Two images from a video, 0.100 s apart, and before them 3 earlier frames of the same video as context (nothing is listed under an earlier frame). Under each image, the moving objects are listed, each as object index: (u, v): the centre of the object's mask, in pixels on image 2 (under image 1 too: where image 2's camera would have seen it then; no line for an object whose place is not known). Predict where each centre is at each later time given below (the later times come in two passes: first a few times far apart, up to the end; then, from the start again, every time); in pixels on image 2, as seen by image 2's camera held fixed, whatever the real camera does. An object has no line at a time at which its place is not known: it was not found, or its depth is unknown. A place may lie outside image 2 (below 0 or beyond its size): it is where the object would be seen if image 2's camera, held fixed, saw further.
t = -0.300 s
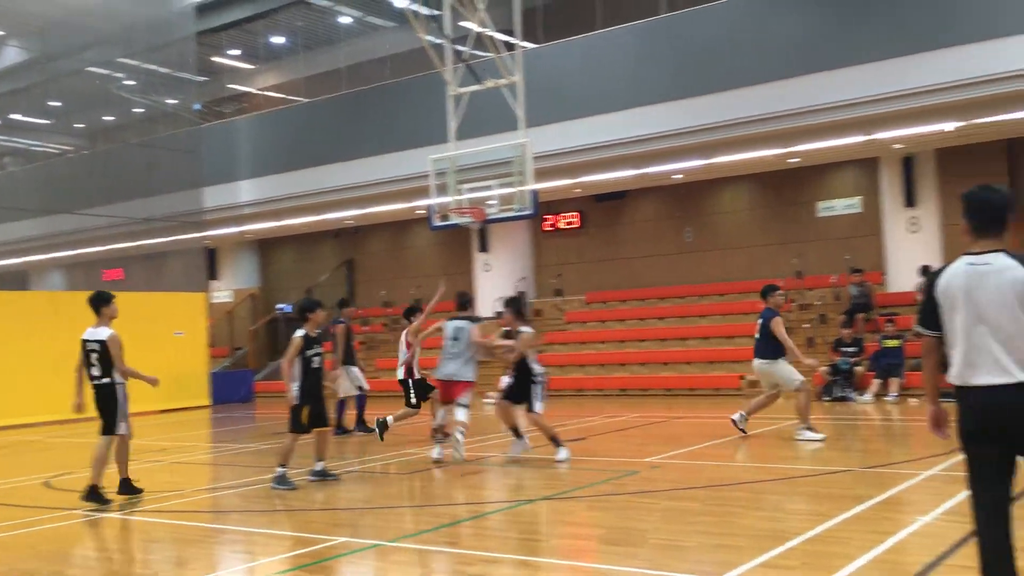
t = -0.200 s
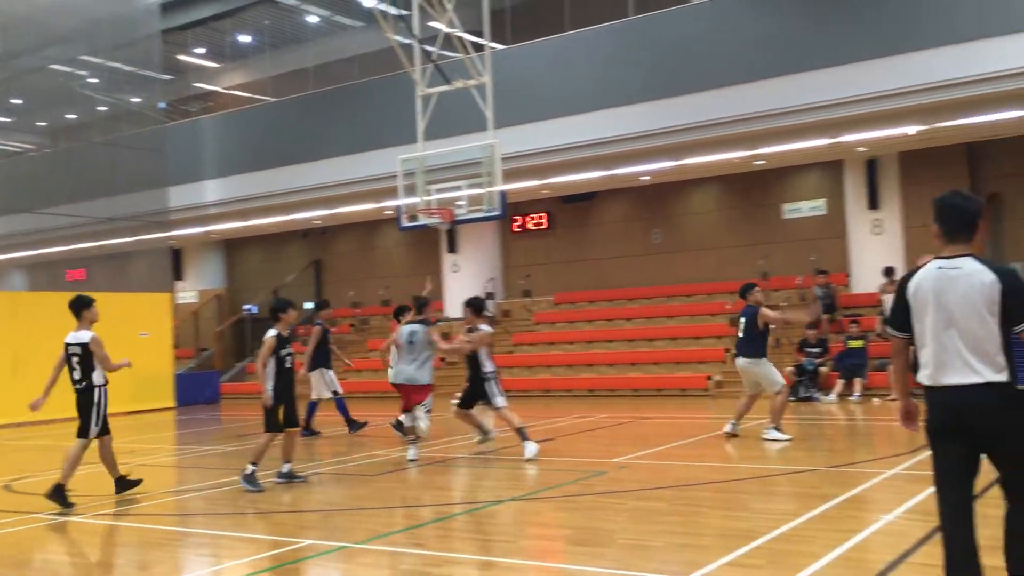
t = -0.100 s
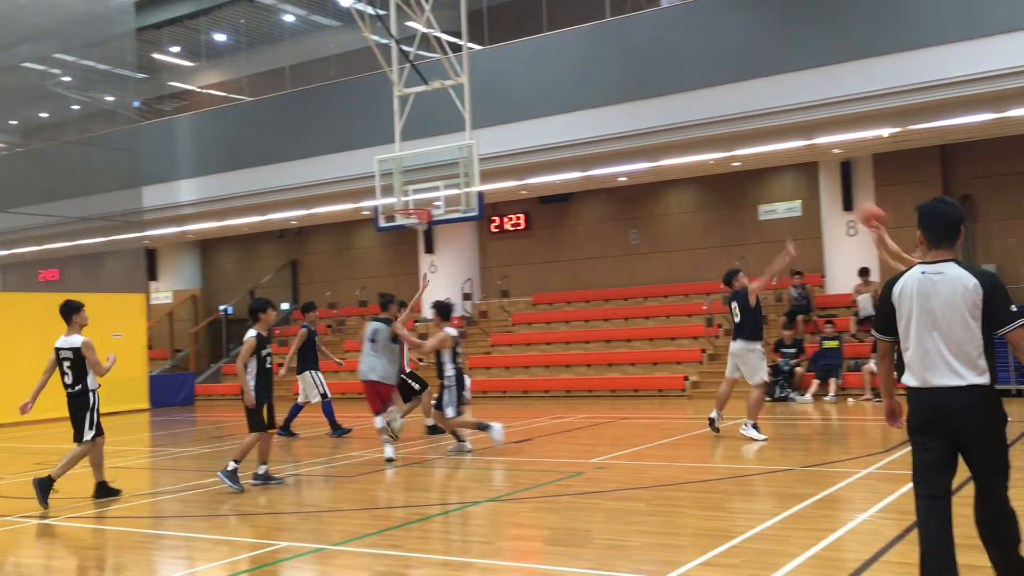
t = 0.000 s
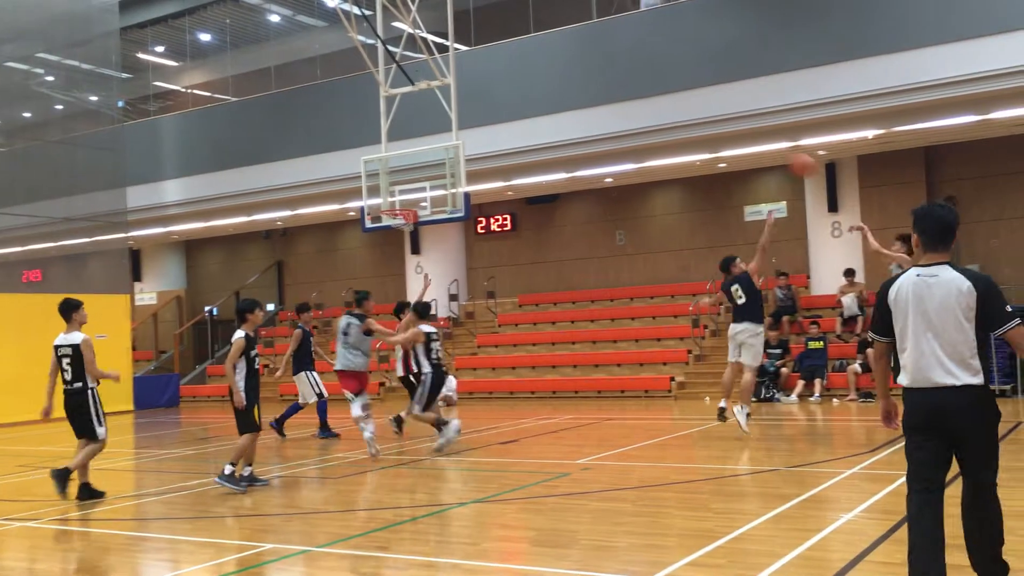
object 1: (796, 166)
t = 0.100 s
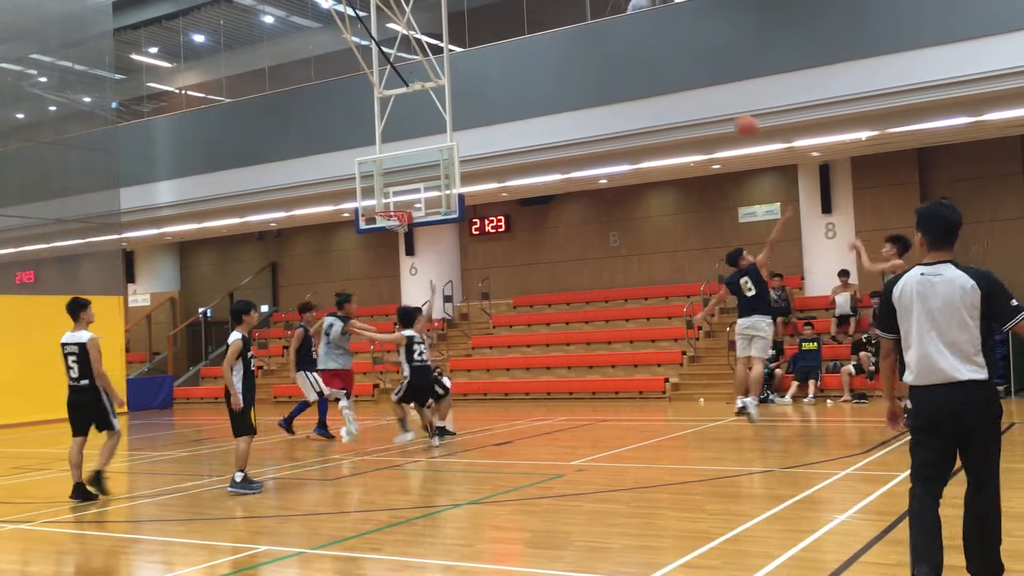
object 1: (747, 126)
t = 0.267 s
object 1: (672, 81)
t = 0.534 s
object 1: (570, 64)
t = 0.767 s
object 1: (495, 91)
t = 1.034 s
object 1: (421, 164)
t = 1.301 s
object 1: (364, 179)
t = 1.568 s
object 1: (309, 161)
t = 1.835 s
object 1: (249, 198)
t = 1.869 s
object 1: (241, 205)
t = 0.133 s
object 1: (730, 115)
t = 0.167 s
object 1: (715, 105)
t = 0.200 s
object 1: (700, 96)
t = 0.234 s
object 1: (686, 88)
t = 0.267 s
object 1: (672, 81)
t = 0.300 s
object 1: (658, 76)
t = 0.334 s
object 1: (645, 72)
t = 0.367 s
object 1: (632, 68)
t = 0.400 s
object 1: (618, 65)
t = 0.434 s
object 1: (606, 64)
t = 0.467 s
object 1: (593, 63)
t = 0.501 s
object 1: (582, 63)
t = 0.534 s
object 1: (570, 64)
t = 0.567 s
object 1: (558, 65)
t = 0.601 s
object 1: (547, 68)
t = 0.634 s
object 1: (536, 71)
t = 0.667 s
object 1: (525, 75)
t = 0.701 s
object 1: (516, 79)
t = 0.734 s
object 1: (505, 85)
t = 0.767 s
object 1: (495, 91)
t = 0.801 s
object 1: (485, 98)
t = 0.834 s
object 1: (475, 106)
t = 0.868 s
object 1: (466, 113)
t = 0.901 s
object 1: (458, 122)
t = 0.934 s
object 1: (447, 131)
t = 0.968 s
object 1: (438, 141)
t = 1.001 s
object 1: (430, 152)
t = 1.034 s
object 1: (421, 164)
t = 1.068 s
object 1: (413, 176)
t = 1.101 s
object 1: (404, 187)
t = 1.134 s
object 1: (397, 201)
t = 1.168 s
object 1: (390, 206)
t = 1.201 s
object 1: (384, 199)
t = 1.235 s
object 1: (377, 192)
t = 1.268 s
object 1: (371, 185)
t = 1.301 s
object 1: (364, 179)
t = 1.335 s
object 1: (357, 176)
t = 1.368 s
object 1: (351, 171)
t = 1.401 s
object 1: (344, 168)
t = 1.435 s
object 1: (337, 165)
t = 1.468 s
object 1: (331, 163)
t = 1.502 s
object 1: (324, 161)
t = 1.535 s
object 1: (317, 161)
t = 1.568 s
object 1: (309, 161)
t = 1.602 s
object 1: (302, 162)
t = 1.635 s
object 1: (294, 164)
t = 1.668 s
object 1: (287, 167)
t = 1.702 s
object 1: (280, 171)
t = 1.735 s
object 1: (272, 177)
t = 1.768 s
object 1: (264, 183)
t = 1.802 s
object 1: (257, 189)
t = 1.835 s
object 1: (249, 198)
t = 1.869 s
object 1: (241, 205)
